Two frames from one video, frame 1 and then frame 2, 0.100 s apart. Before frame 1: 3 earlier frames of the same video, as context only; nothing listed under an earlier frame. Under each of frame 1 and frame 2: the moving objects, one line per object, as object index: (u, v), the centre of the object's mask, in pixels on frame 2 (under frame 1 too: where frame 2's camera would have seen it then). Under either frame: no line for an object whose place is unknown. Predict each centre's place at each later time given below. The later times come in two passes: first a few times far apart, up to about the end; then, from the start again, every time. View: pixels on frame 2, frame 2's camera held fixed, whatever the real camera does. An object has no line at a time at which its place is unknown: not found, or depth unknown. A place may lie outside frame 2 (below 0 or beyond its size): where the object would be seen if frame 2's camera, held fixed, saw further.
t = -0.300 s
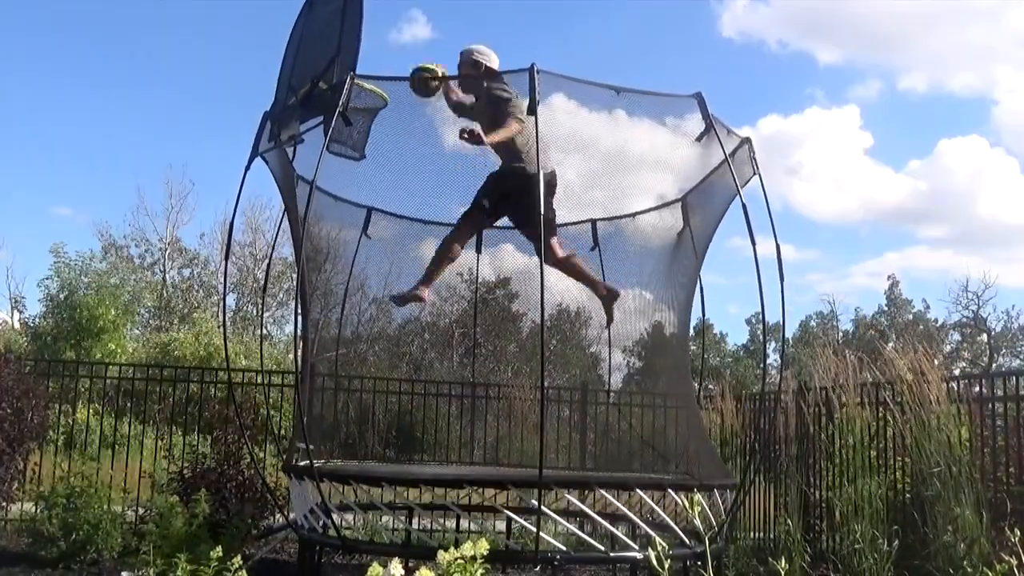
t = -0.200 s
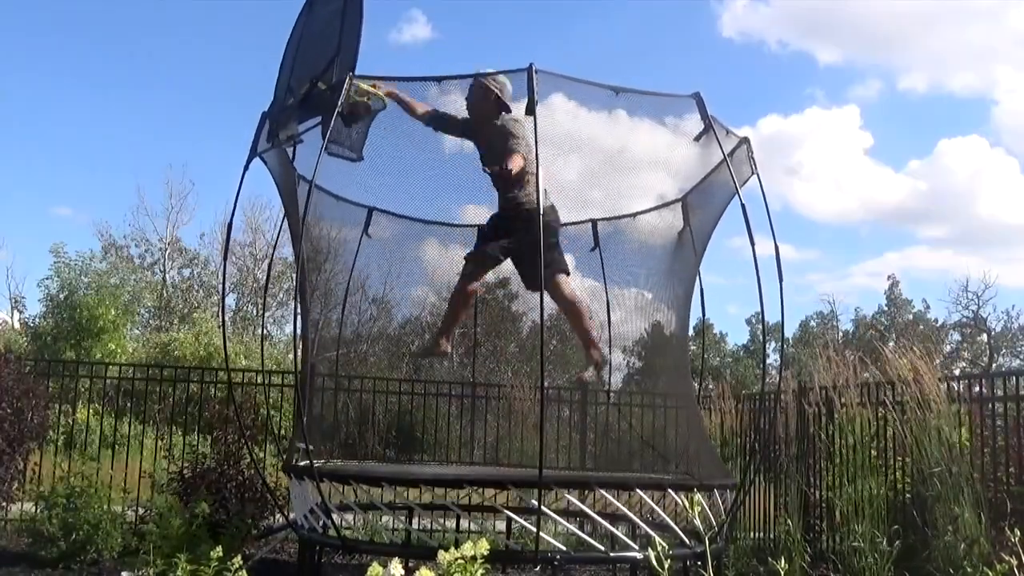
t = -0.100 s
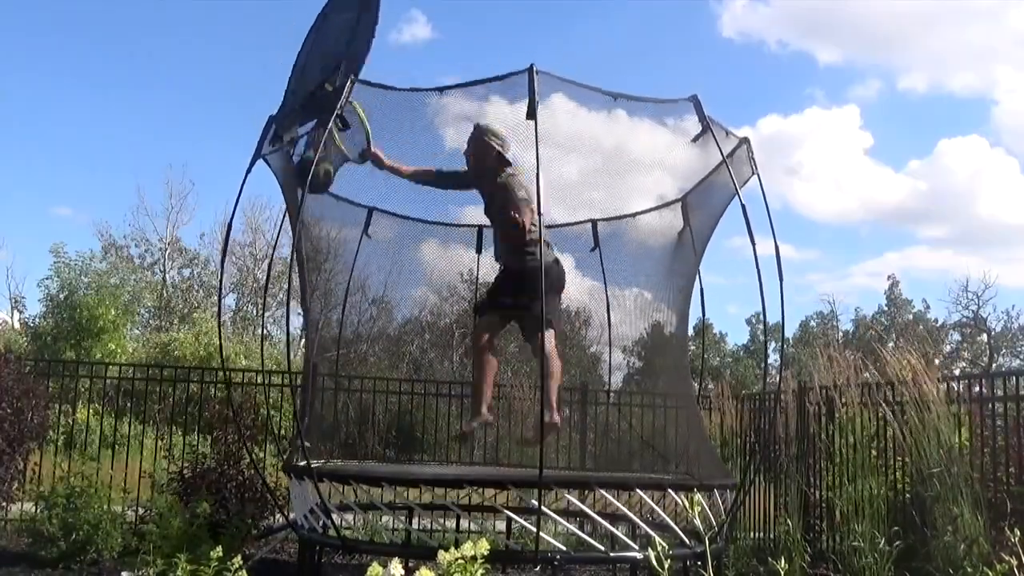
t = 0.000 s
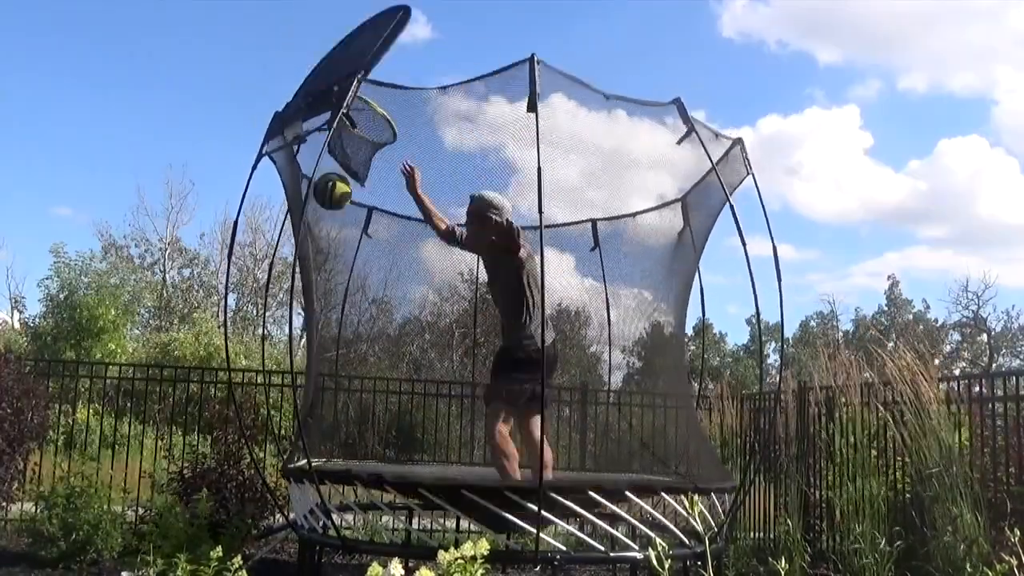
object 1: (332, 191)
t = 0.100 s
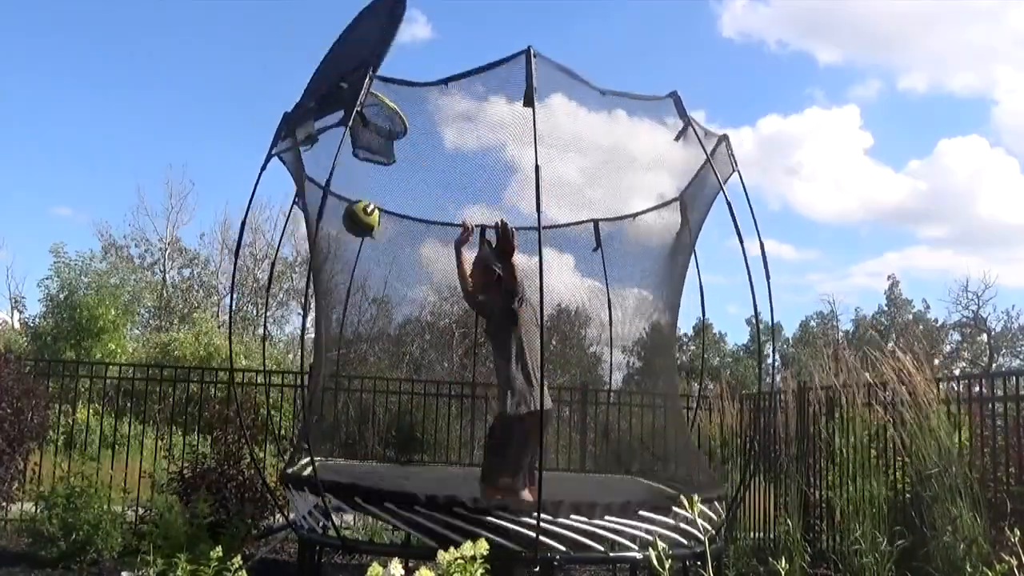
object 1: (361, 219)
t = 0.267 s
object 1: (402, 301)
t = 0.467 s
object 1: (446, 452)
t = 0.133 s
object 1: (370, 232)
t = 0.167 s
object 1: (378, 246)
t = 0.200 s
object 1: (386, 263)
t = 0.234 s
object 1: (394, 281)
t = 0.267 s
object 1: (402, 301)
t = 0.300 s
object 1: (409, 322)
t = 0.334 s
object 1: (415, 344)
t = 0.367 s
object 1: (422, 369)
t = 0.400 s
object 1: (430, 395)
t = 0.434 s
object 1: (437, 423)
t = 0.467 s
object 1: (446, 452)
